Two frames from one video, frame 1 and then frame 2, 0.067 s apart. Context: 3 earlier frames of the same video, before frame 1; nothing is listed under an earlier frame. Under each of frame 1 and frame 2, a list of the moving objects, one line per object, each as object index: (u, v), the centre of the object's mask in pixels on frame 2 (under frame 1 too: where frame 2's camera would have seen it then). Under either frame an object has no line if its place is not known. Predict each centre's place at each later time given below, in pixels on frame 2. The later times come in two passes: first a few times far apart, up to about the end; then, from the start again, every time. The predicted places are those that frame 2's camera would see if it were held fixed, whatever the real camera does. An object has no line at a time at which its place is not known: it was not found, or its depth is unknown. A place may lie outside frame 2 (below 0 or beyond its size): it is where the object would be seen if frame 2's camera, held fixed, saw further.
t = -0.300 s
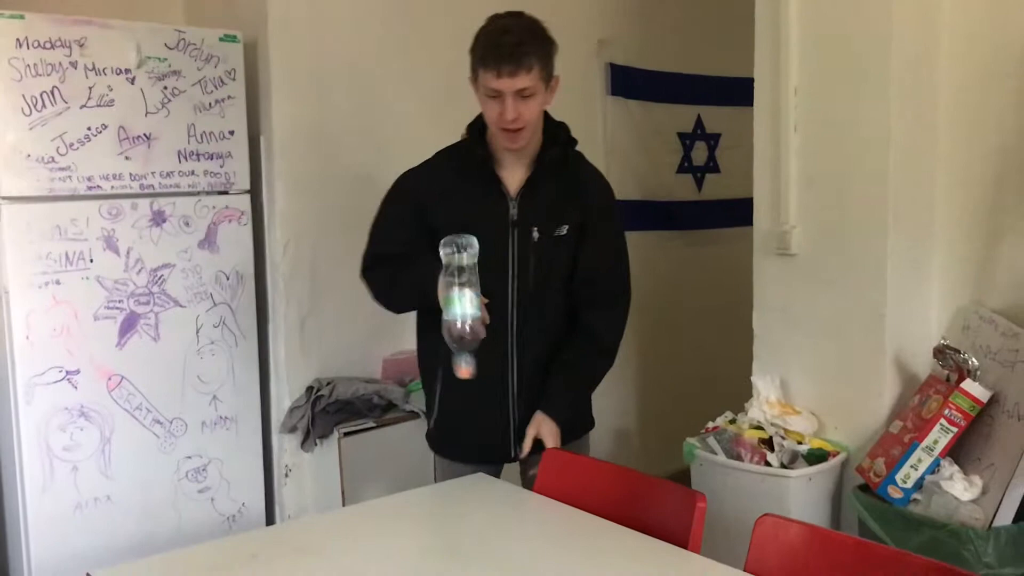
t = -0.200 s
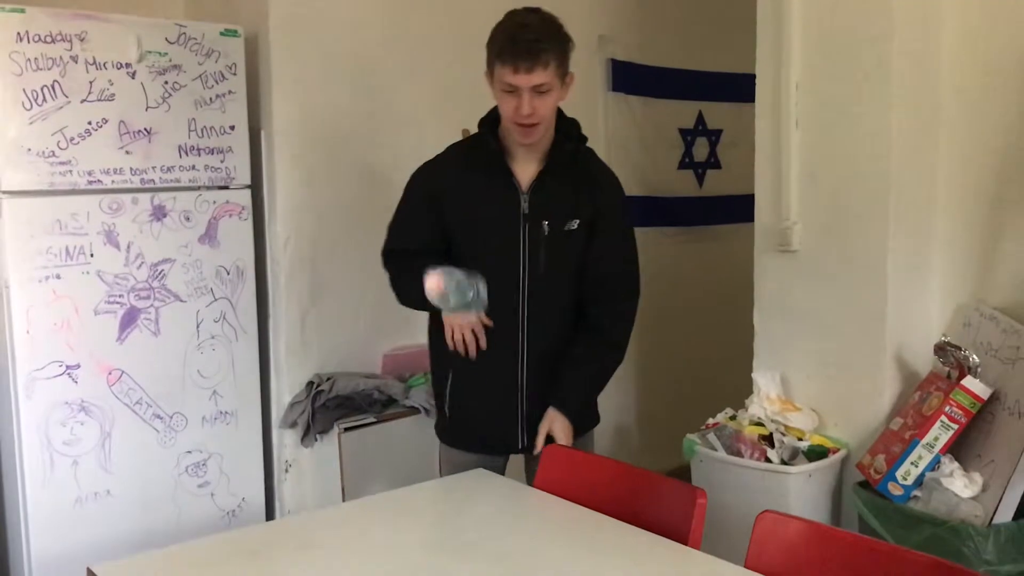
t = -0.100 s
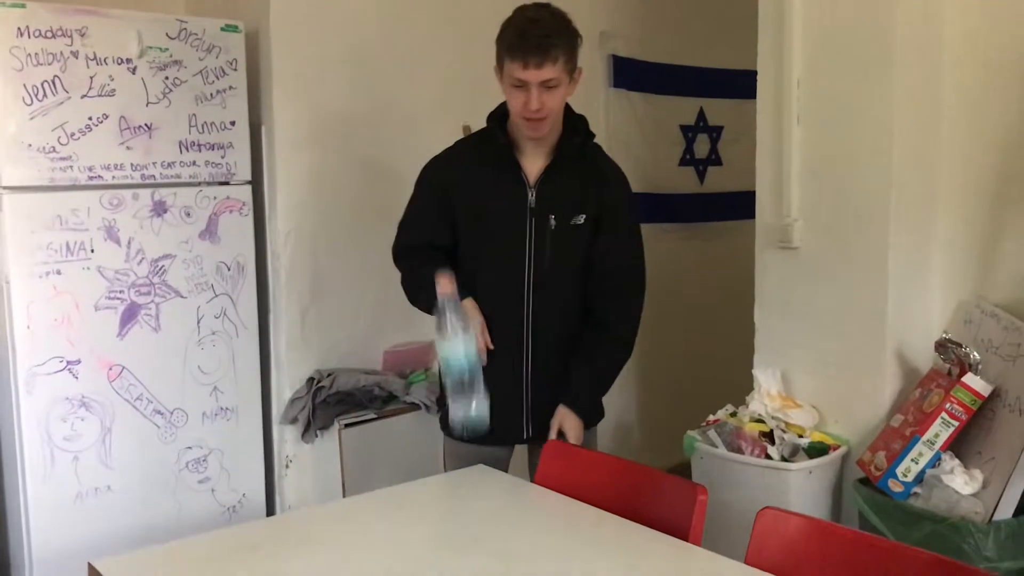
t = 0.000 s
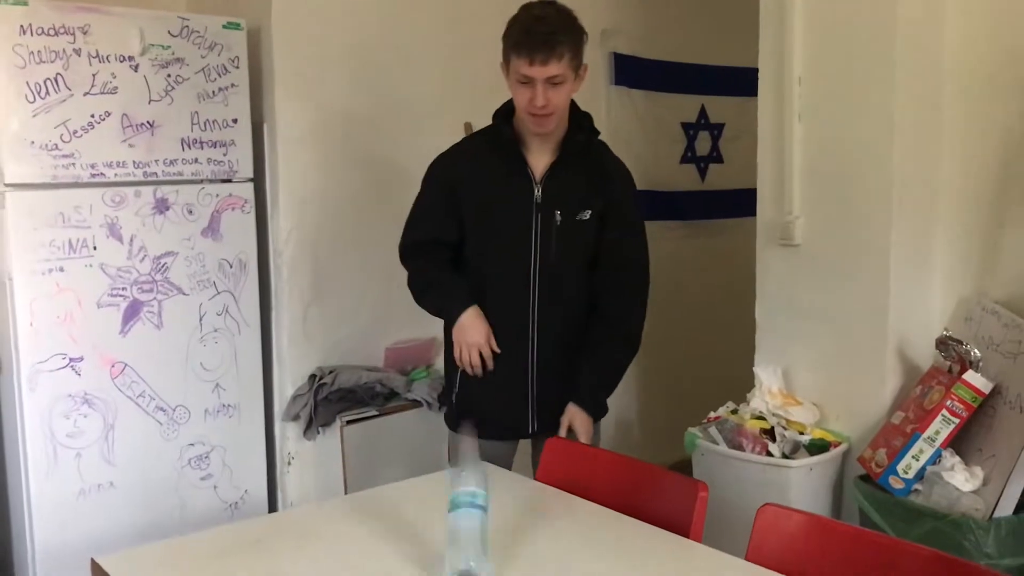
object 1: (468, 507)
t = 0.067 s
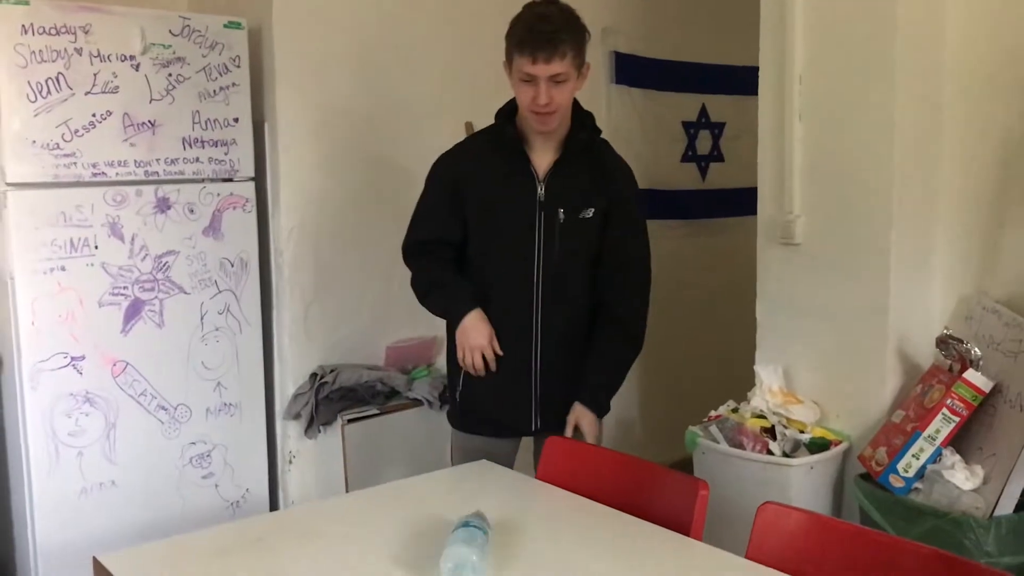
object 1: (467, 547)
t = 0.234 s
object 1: (459, 551)
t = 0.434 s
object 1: (452, 552)
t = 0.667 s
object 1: (452, 552)
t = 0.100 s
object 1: (466, 546)
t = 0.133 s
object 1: (464, 548)
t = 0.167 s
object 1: (462, 549)
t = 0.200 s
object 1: (460, 550)
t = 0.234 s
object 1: (459, 551)
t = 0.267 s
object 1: (458, 551)
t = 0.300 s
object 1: (457, 551)
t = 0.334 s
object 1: (457, 552)
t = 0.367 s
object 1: (455, 552)
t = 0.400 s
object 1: (453, 552)
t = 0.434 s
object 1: (452, 552)
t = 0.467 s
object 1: (452, 552)
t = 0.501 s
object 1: (451, 552)
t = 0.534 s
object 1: (451, 552)
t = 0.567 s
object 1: (452, 552)
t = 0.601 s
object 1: (452, 552)
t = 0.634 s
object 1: (452, 552)
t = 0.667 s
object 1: (452, 552)
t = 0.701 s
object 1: (454, 552)
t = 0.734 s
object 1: (456, 552)
